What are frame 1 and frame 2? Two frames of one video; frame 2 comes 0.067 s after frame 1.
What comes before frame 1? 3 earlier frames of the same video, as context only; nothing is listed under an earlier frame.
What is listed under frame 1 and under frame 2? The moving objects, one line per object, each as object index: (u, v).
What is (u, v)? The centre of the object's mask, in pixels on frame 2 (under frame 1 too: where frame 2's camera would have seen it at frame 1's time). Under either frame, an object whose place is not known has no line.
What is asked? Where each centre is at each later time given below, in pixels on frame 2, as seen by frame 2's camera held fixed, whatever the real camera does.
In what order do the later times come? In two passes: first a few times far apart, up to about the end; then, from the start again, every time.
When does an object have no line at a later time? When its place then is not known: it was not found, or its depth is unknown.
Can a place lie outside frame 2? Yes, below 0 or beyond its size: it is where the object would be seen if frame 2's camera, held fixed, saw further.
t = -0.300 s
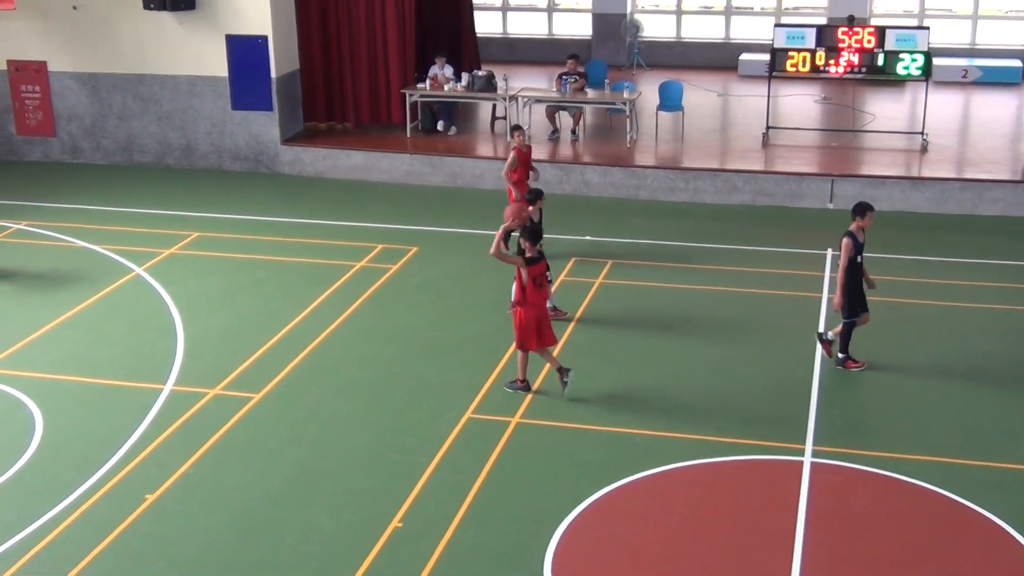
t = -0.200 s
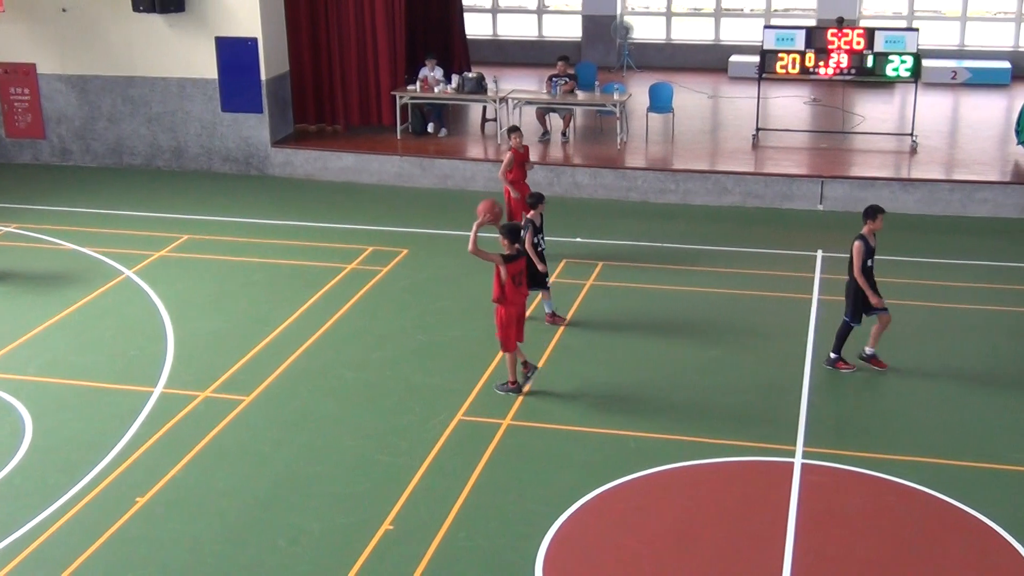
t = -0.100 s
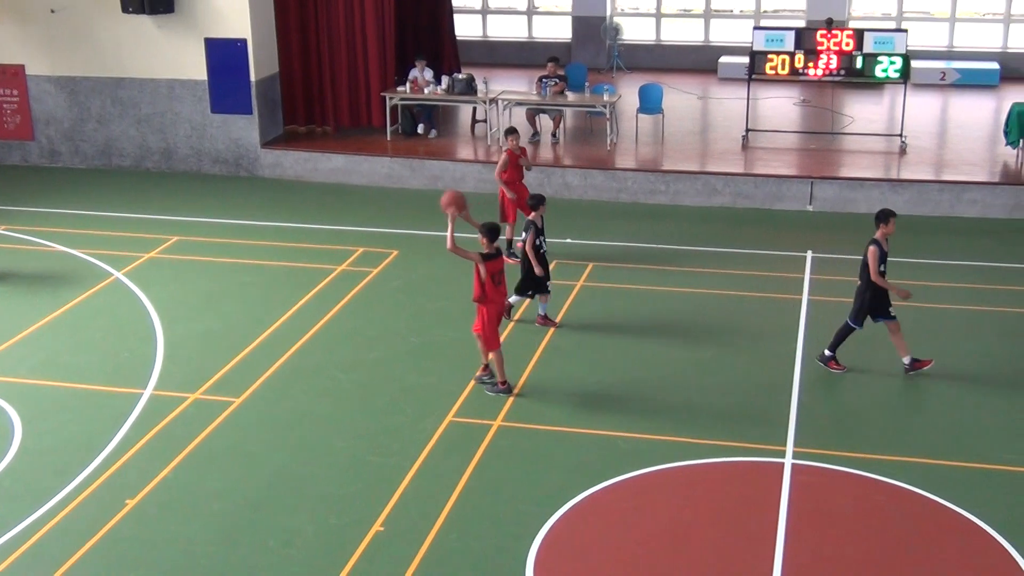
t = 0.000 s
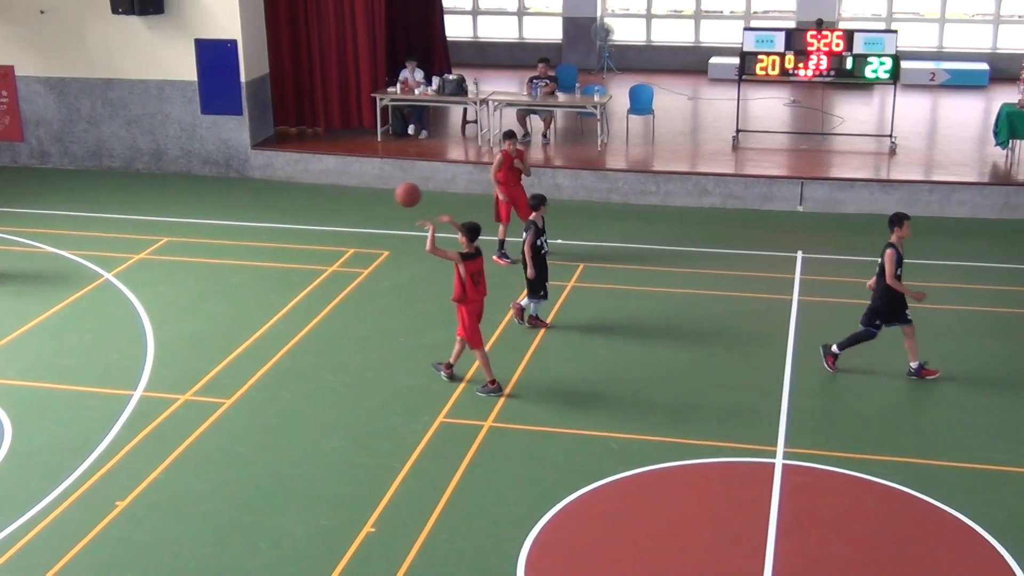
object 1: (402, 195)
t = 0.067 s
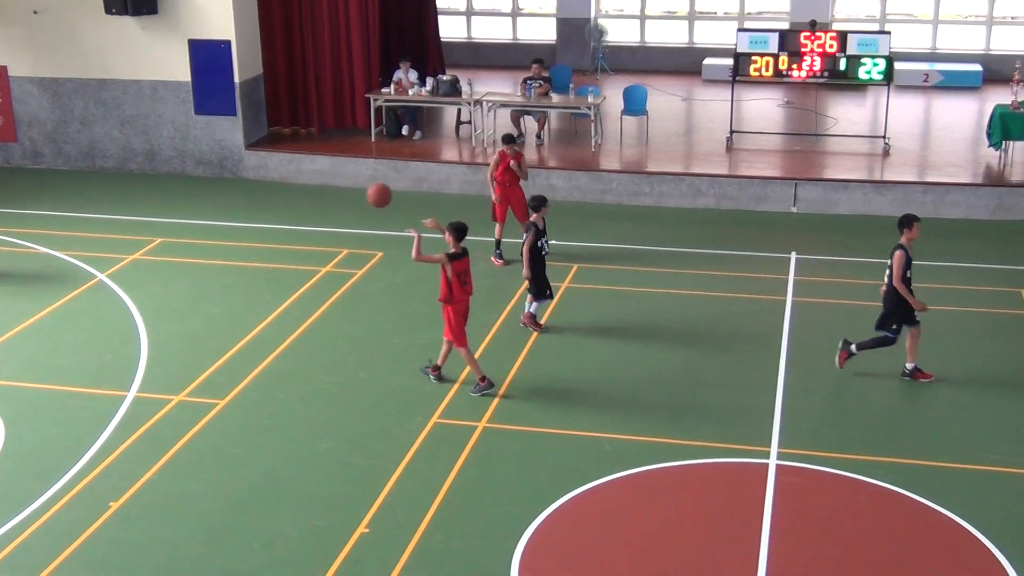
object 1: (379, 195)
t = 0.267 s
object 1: (316, 219)
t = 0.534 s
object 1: (249, 301)
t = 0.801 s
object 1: (205, 223)
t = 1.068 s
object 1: (168, 187)
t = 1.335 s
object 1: (139, 210)
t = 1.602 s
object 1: (114, 241)
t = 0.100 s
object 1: (368, 197)
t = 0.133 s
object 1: (357, 199)
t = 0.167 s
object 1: (346, 202)
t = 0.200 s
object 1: (336, 207)
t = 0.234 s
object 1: (326, 213)
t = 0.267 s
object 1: (316, 219)
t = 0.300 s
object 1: (307, 226)
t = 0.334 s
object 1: (298, 235)
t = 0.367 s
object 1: (289, 244)
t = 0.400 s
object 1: (281, 254)
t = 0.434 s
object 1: (272, 264)
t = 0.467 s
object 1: (264, 276)
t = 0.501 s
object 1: (257, 288)
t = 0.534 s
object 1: (249, 301)
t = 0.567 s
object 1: (242, 306)
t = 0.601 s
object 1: (237, 291)
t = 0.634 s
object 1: (231, 277)
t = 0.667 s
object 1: (226, 265)
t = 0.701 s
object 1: (221, 253)
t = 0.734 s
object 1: (216, 242)
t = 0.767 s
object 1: (210, 233)
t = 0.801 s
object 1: (205, 223)
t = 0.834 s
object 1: (200, 215)
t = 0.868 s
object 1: (195, 208)
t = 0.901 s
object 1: (190, 203)
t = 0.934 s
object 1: (185, 197)
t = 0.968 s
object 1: (180, 193)
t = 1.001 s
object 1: (176, 191)
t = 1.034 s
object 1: (172, 188)
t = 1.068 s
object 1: (168, 187)
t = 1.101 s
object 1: (164, 187)
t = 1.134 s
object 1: (160, 187)
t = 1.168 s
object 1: (156, 189)
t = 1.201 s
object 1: (152, 191)
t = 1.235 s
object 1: (148, 195)
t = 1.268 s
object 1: (145, 199)
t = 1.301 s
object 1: (142, 204)
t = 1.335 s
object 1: (139, 210)
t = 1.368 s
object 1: (136, 217)
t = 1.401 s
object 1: (133, 224)
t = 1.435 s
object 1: (130, 233)
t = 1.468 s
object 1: (128, 241)
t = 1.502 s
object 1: (126, 251)
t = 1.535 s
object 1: (123, 261)
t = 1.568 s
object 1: (119, 251)
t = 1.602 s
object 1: (114, 241)
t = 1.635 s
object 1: (110, 231)
